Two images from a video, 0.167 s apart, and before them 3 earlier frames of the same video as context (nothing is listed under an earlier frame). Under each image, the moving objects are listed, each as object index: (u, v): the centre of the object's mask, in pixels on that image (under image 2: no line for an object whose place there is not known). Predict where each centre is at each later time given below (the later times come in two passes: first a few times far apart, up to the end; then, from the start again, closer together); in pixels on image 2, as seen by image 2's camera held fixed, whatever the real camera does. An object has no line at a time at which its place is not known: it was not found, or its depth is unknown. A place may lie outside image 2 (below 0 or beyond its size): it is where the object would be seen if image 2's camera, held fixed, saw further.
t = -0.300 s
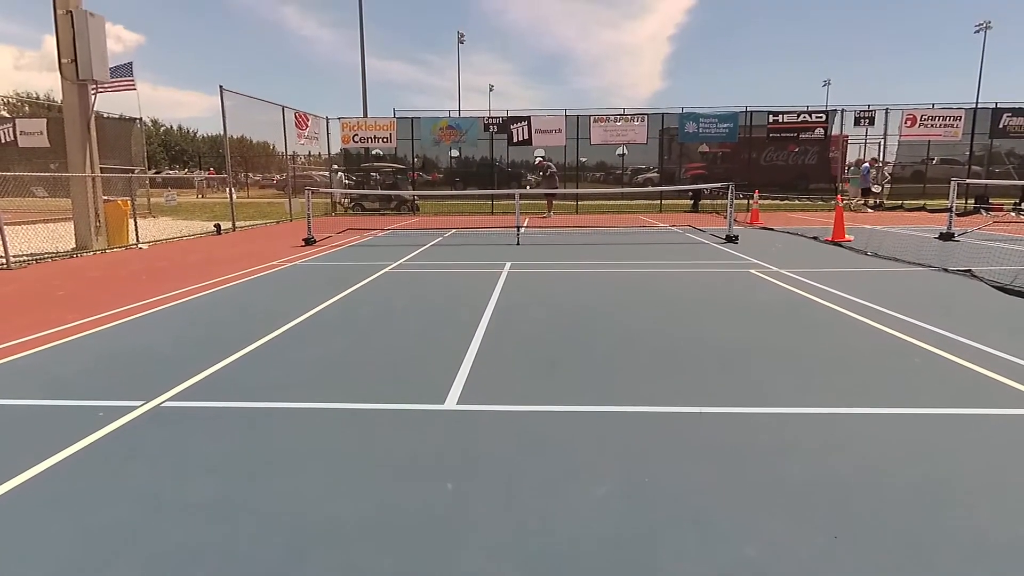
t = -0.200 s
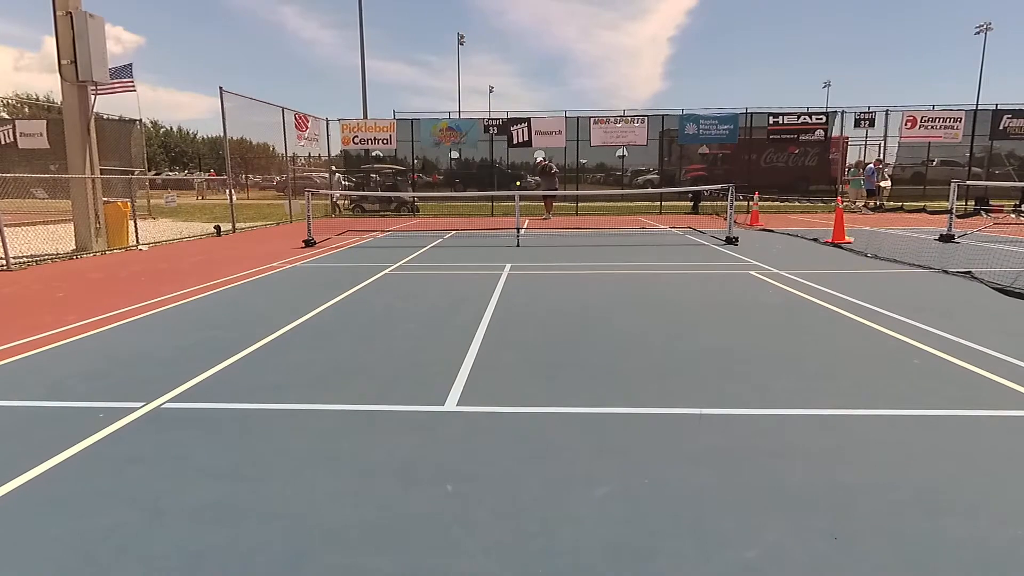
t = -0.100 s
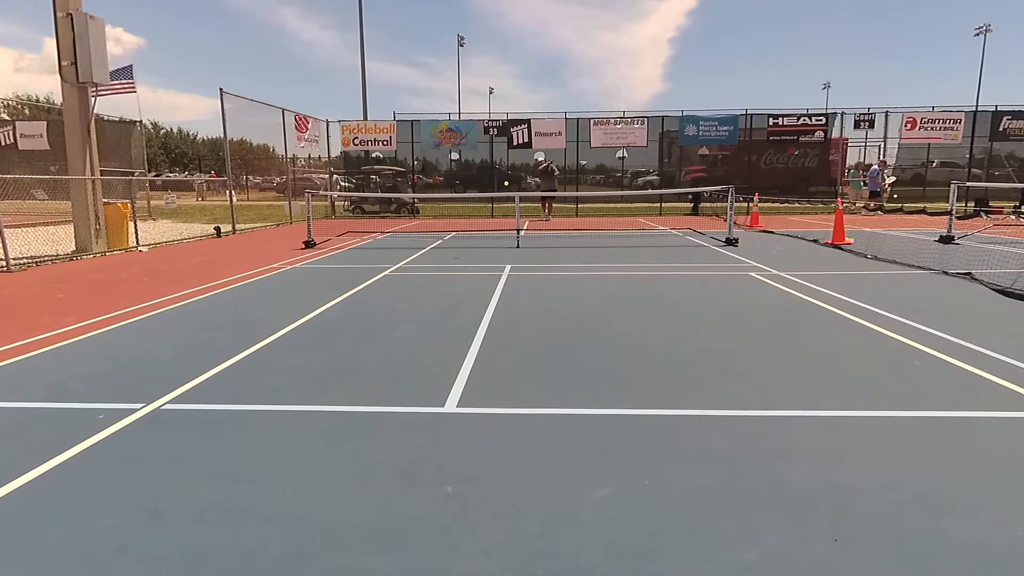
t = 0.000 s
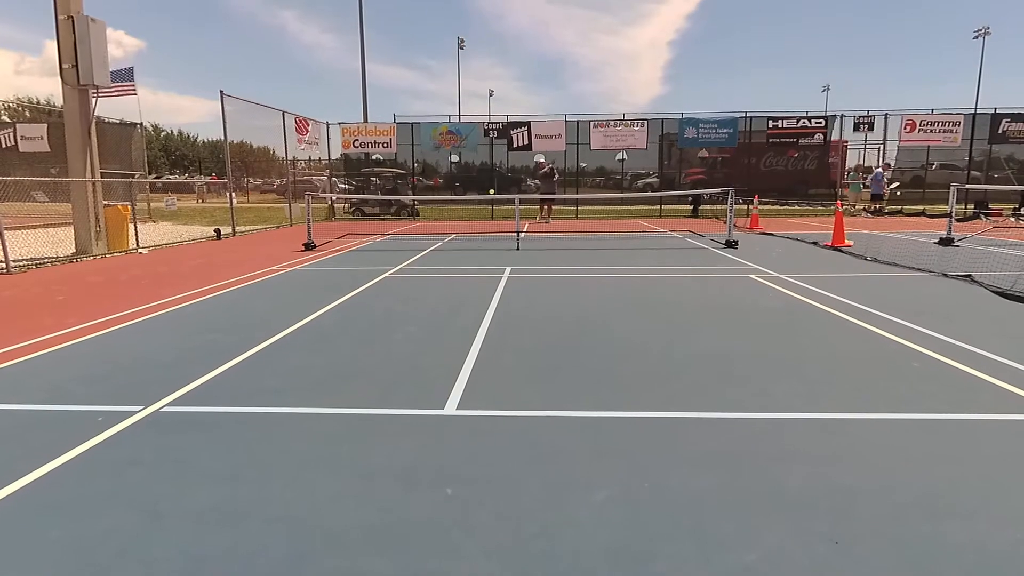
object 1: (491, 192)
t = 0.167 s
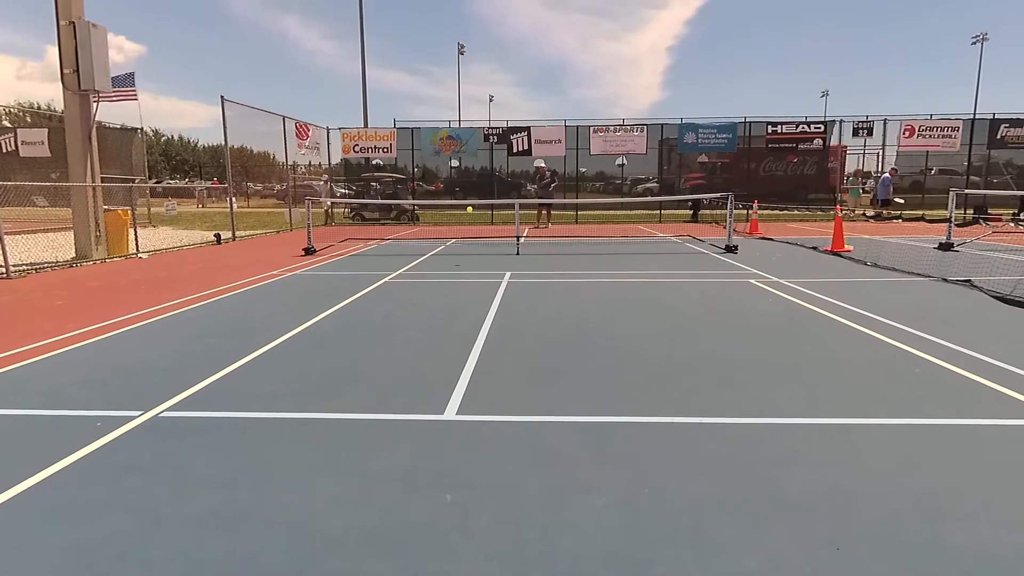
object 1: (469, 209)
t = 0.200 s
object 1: (465, 214)
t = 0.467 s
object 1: (417, 276)
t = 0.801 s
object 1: (315, 255)
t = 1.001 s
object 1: (179, 360)
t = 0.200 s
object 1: (465, 214)
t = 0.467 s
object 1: (417, 276)
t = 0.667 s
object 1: (367, 248)
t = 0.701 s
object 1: (356, 247)
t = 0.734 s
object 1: (343, 247)
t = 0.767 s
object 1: (330, 250)
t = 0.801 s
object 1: (315, 255)
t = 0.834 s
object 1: (299, 263)
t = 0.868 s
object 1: (280, 274)
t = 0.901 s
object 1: (259, 288)
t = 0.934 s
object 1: (236, 307)
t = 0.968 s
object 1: (209, 330)
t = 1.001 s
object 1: (179, 360)
